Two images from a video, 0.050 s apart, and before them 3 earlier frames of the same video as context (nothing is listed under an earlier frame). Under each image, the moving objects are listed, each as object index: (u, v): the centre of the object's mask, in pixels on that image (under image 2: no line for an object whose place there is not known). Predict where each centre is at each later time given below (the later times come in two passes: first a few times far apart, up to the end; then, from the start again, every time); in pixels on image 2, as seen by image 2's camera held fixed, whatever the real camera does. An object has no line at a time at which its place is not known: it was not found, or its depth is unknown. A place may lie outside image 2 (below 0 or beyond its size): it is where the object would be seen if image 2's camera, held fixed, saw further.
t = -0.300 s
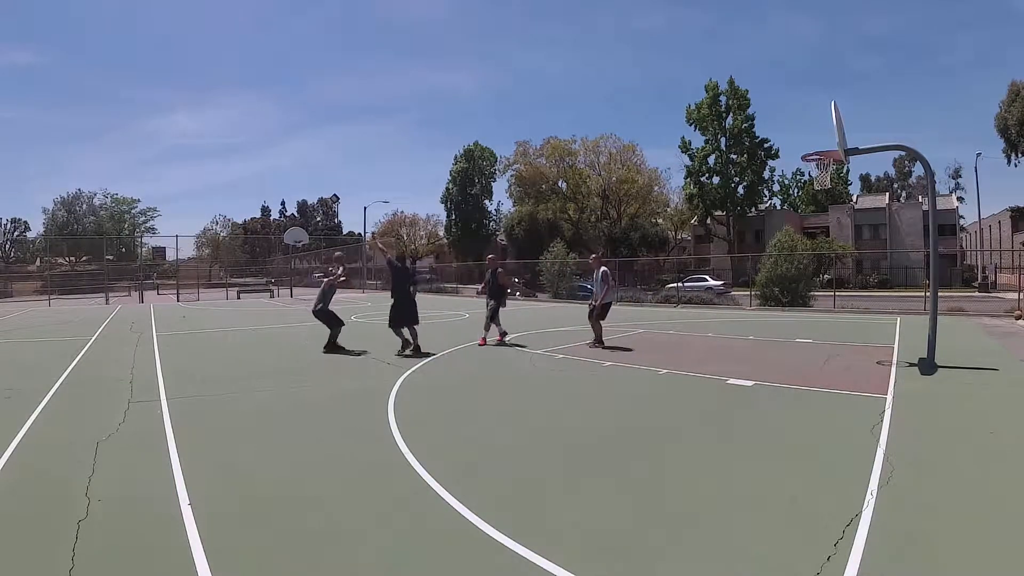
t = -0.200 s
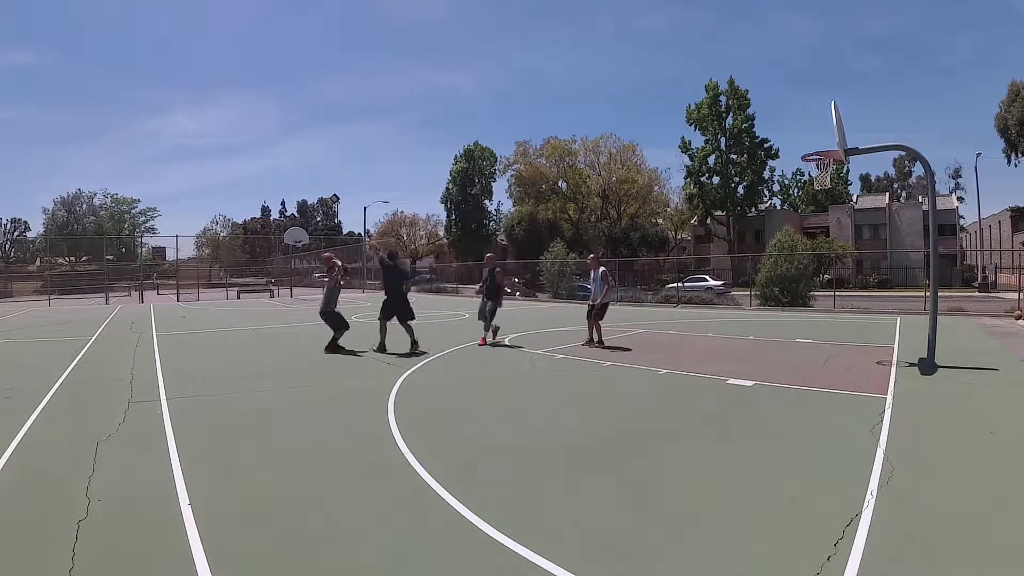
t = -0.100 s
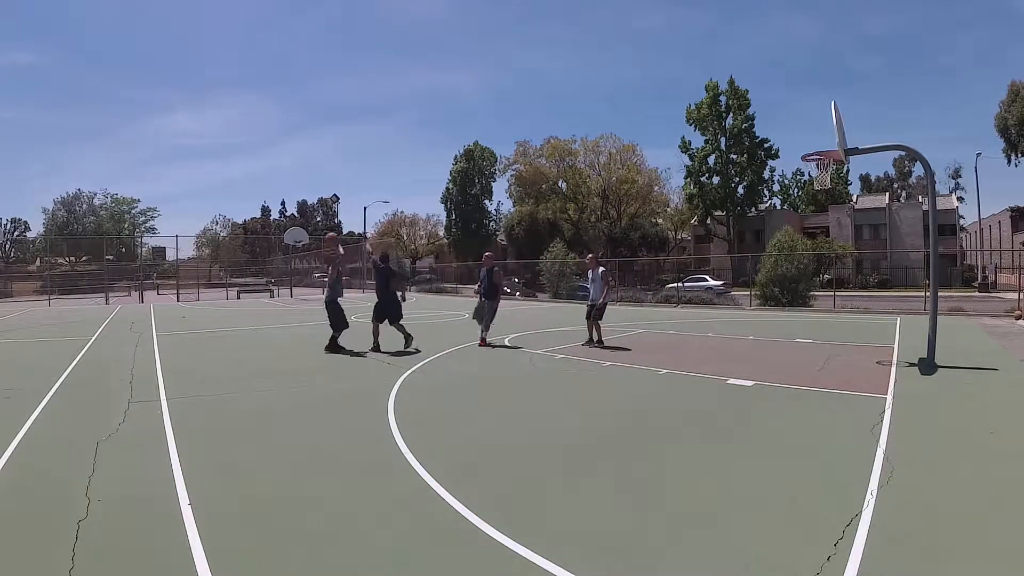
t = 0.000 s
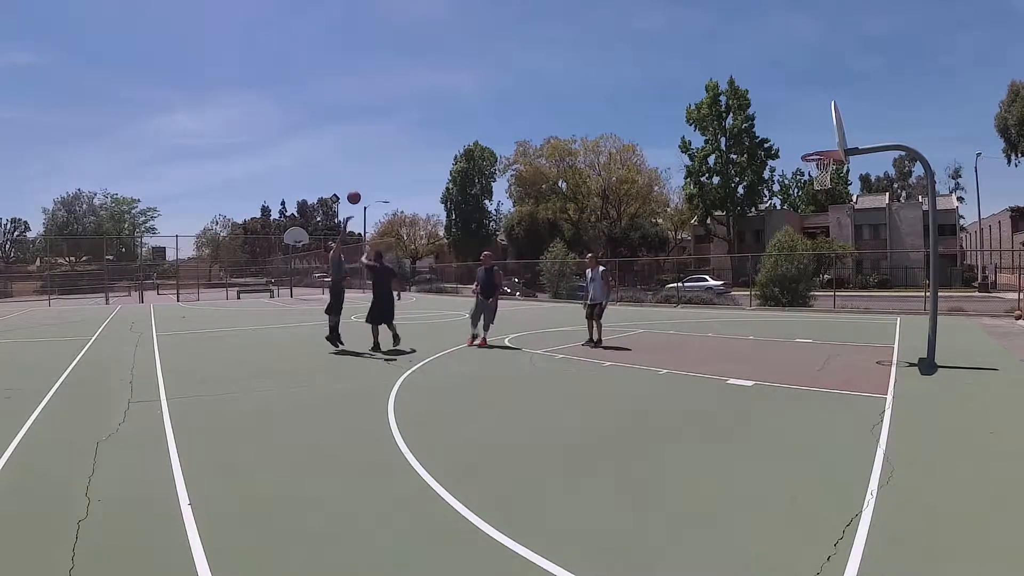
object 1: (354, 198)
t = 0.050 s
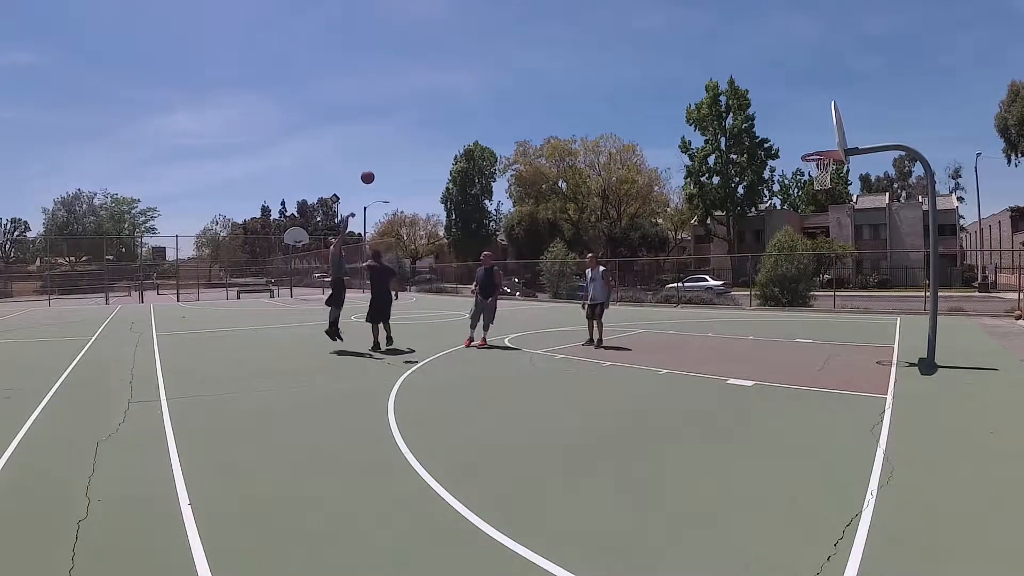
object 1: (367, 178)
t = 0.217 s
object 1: (417, 118)
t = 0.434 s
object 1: (489, 61)
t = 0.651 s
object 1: (567, 32)
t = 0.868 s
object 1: (651, 31)
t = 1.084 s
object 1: (742, 64)
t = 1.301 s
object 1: (824, 134)
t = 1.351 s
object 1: (816, 151)
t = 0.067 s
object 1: (372, 171)
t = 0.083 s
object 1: (377, 165)
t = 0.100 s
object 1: (382, 158)
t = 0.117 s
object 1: (387, 152)
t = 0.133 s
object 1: (392, 146)
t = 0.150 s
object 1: (397, 140)
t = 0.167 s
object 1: (402, 134)
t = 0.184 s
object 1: (407, 129)
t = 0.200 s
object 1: (412, 123)
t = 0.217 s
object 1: (417, 118)
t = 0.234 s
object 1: (423, 113)
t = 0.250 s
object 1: (428, 108)
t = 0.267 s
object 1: (433, 103)
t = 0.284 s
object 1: (439, 98)
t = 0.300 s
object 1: (444, 93)
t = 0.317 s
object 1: (449, 89)
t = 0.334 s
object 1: (455, 84)
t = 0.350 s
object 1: (461, 80)
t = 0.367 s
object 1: (466, 76)
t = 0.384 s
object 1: (472, 72)
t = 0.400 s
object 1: (477, 68)
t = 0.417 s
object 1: (483, 65)
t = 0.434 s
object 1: (489, 61)
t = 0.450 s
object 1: (494, 58)
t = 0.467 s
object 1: (500, 55)
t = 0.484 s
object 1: (506, 52)
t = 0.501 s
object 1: (512, 49)
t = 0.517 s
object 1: (518, 47)
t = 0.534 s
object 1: (524, 44)
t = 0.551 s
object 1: (530, 42)
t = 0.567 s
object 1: (536, 40)
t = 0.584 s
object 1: (542, 38)
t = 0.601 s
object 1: (548, 36)
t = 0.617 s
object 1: (554, 34)
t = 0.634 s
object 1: (561, 33)
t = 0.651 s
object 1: (567, 32)
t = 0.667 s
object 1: (573, 30)
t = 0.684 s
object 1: (579, 29)
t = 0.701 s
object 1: (585, 29)
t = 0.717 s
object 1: (592, 28)
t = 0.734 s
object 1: (598, 28)
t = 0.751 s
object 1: (605, 27)
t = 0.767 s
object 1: (611, 27)
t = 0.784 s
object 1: (618, 28)
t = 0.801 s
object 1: (624, 28)
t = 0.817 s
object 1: (631, 28)
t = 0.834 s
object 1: (638, 29)
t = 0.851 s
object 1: (644, 30)
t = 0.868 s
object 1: (651, 31)
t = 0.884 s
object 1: (658, 32)
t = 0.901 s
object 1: (665, 34)
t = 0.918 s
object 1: (672, 35)
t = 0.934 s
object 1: (678, 37)
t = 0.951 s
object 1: (685, 39)
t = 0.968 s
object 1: (692, 42)
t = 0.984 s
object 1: (699, 44)
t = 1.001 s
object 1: (706, 47)
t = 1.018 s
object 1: (713, 50)
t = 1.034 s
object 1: (720, 53)
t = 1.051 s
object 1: (728, 56)
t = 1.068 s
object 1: (735, 60)
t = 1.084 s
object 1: (742, 64)
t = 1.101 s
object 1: (749, 68)
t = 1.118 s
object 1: (757, 72)
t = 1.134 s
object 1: (764, 77)
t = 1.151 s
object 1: (771, 81)
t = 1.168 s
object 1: (778, 86)
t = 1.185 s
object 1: (786, 91)
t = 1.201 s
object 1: (793, 97)
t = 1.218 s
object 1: (800, 103)
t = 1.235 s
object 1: (807, 108)
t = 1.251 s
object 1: (815, 115)
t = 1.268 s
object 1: (822, 121)
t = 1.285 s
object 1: (827, 128)
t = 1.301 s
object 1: (824, 134)
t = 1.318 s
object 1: (821, 140)
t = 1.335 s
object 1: (818, 145)
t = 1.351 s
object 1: (816, 151)
